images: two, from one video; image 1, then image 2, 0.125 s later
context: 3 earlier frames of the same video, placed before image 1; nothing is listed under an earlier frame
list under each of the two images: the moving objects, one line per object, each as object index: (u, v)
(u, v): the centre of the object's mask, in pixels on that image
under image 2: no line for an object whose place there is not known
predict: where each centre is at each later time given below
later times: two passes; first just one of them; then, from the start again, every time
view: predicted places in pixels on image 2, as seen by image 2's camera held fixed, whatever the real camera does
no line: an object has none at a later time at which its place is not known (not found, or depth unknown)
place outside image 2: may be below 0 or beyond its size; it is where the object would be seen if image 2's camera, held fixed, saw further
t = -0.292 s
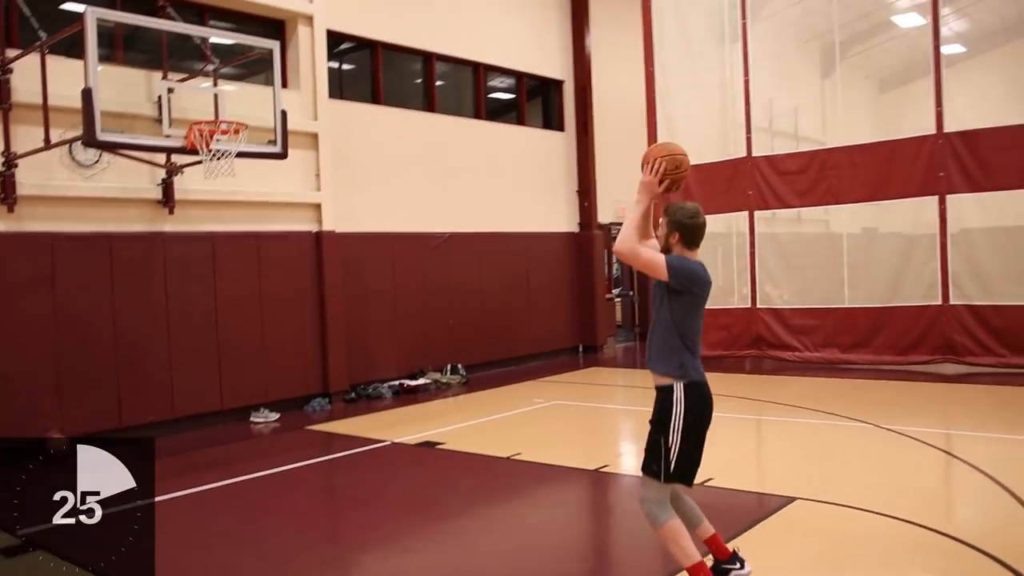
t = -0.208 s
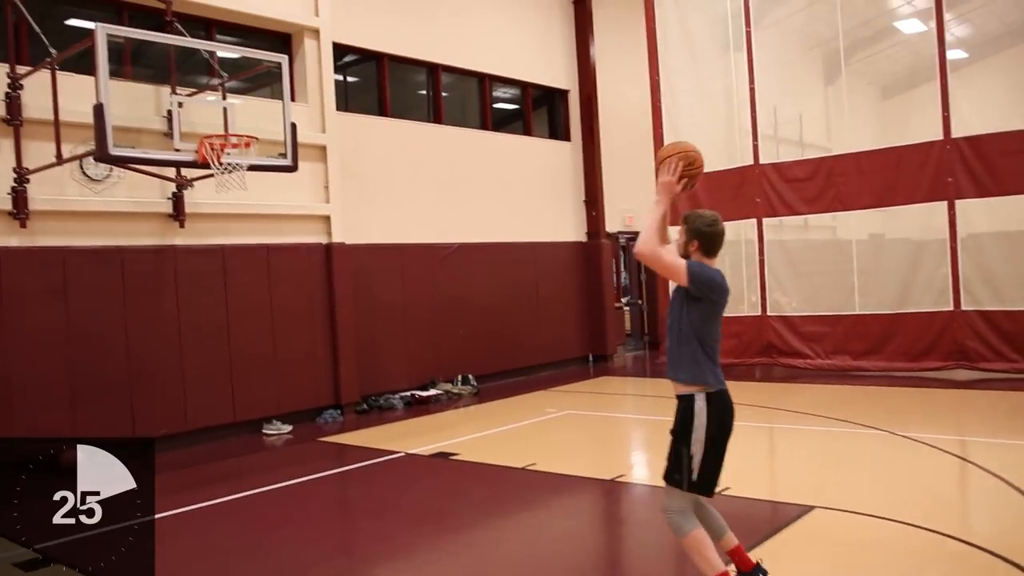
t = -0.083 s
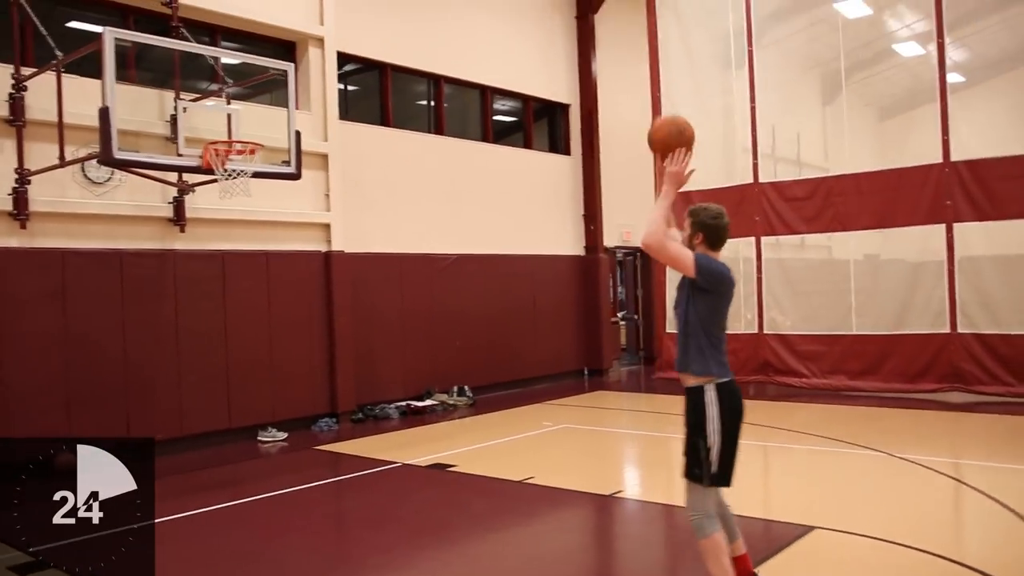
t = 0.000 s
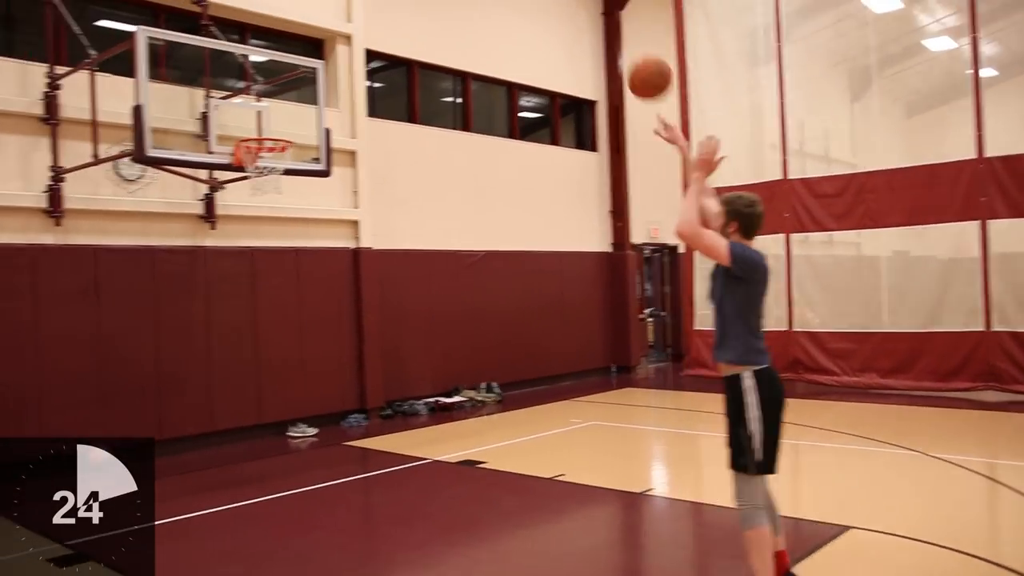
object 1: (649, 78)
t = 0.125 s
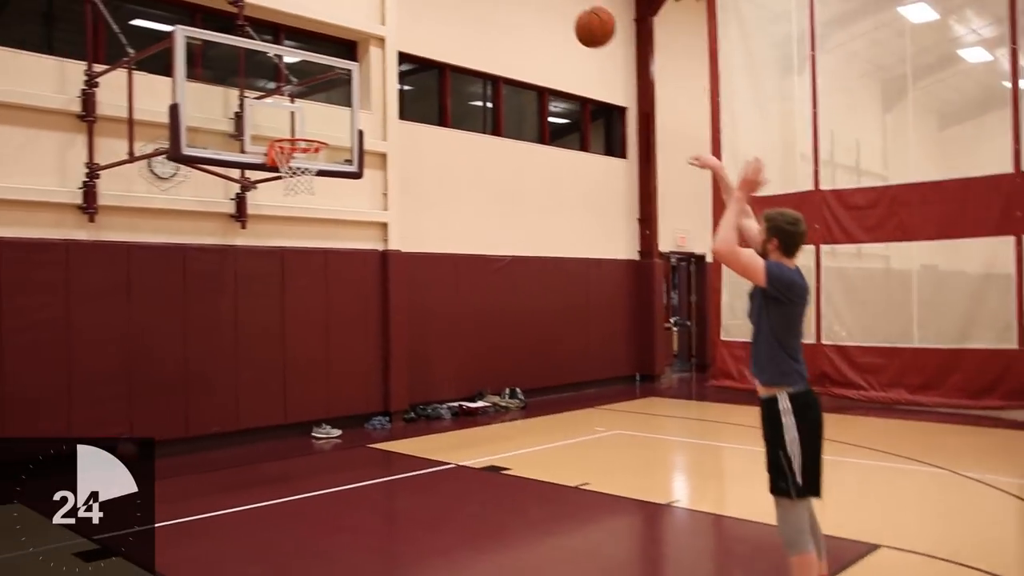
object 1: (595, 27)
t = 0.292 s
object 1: (499, 1)
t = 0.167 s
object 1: (569, 15)
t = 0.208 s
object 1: (544, 8)
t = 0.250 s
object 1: (521, 3)
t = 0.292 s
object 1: (499, 1)
